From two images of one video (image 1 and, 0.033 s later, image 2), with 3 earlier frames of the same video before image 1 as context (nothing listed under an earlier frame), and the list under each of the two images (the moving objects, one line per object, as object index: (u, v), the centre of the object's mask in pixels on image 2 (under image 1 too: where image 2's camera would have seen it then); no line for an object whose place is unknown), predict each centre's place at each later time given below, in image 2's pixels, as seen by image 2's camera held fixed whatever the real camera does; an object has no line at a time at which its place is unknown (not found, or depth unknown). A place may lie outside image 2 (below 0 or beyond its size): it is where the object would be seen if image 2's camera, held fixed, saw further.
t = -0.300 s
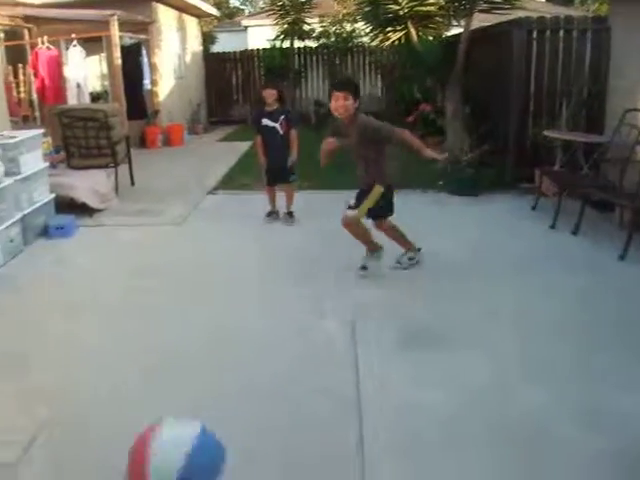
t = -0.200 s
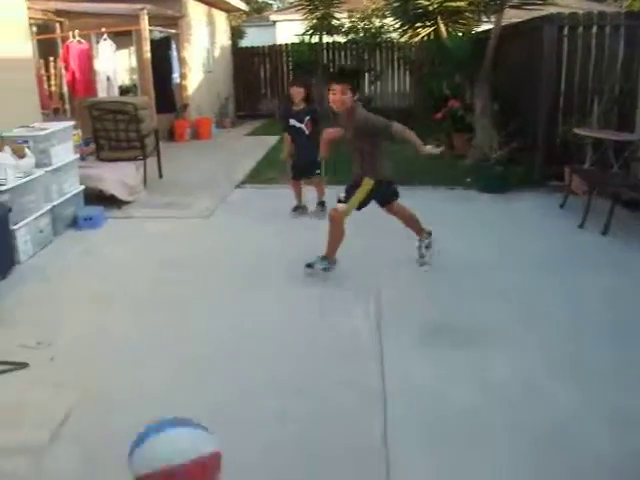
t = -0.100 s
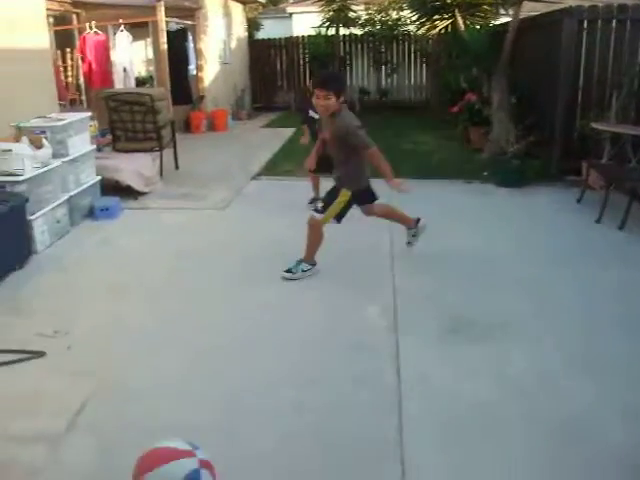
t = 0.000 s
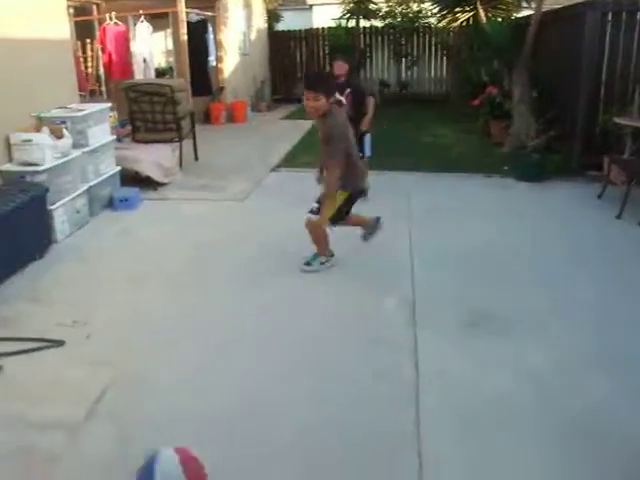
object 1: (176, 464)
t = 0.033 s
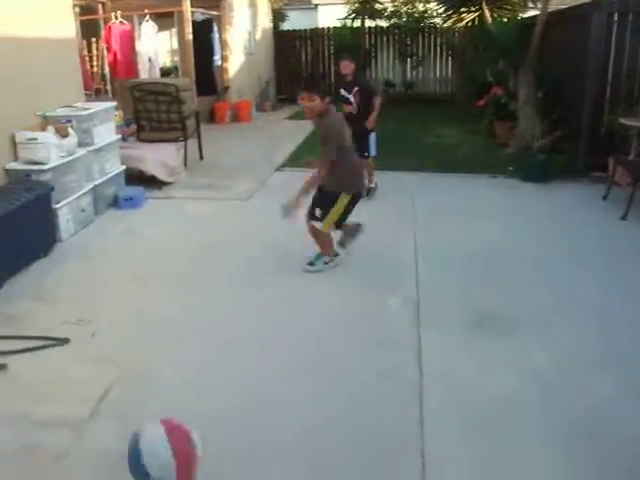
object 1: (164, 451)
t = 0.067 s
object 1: (151, 436)
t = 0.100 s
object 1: (139, 419)
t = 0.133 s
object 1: (130, 405)
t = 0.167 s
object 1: (120, 395)
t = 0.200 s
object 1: (111, 387)
